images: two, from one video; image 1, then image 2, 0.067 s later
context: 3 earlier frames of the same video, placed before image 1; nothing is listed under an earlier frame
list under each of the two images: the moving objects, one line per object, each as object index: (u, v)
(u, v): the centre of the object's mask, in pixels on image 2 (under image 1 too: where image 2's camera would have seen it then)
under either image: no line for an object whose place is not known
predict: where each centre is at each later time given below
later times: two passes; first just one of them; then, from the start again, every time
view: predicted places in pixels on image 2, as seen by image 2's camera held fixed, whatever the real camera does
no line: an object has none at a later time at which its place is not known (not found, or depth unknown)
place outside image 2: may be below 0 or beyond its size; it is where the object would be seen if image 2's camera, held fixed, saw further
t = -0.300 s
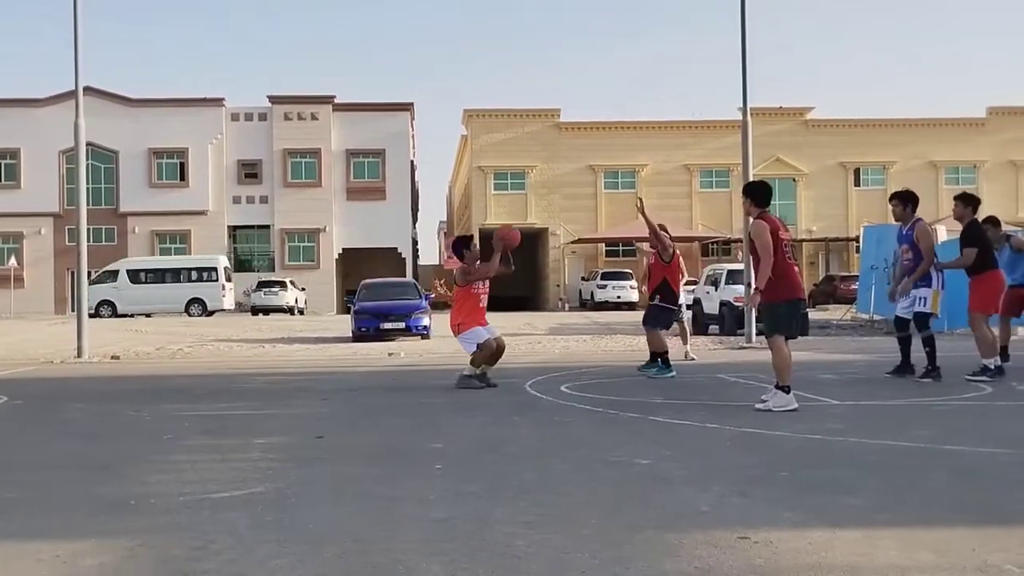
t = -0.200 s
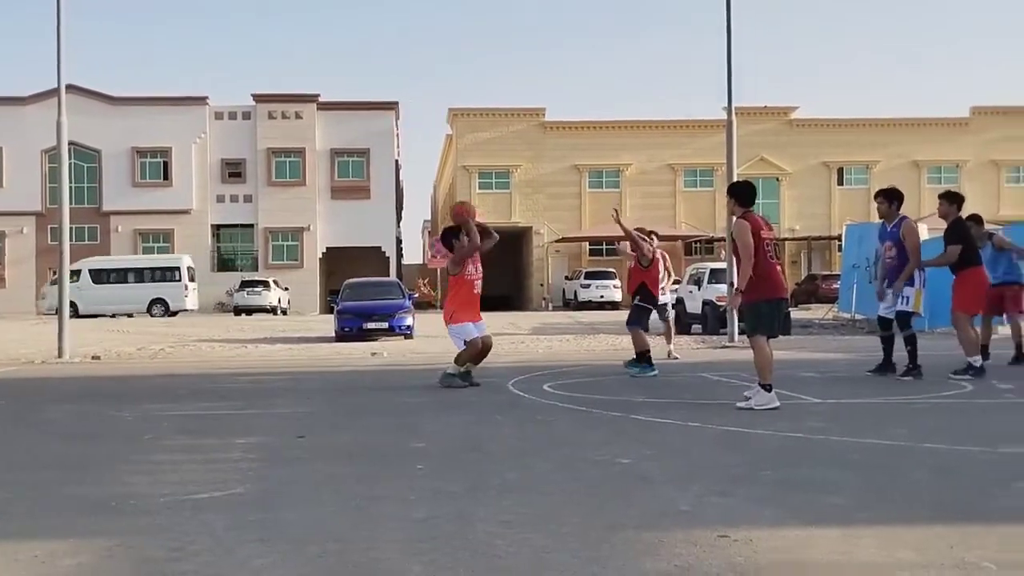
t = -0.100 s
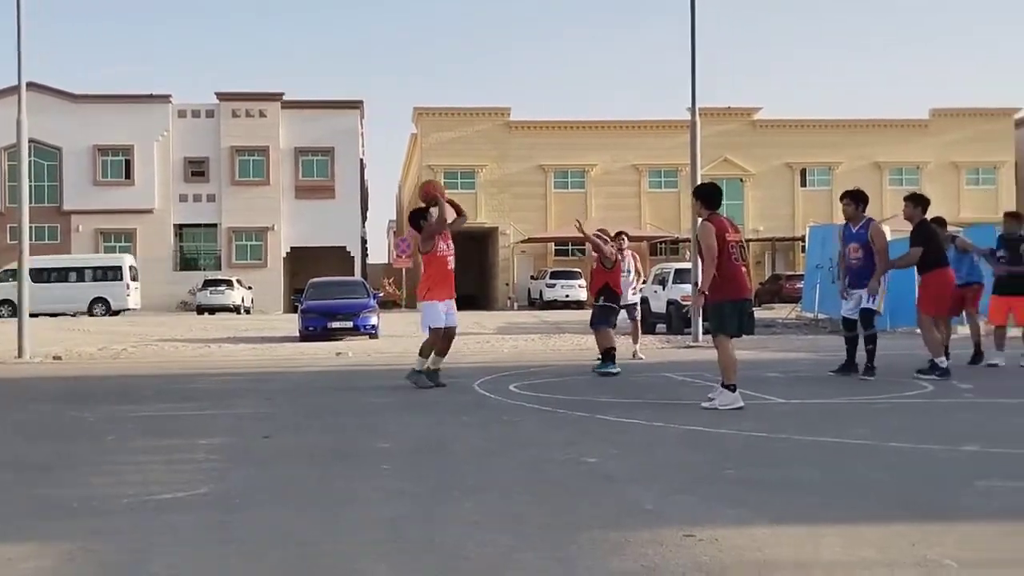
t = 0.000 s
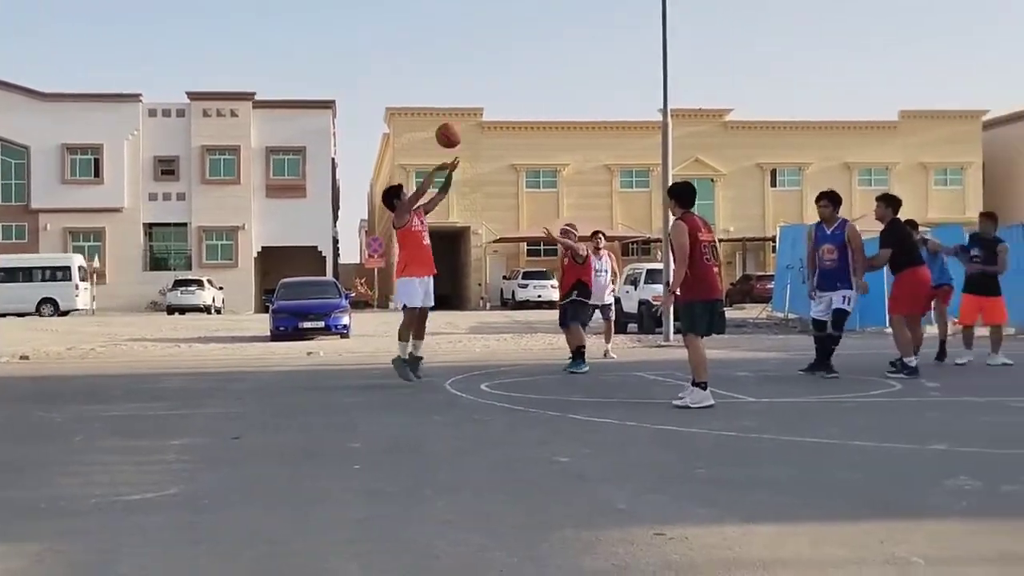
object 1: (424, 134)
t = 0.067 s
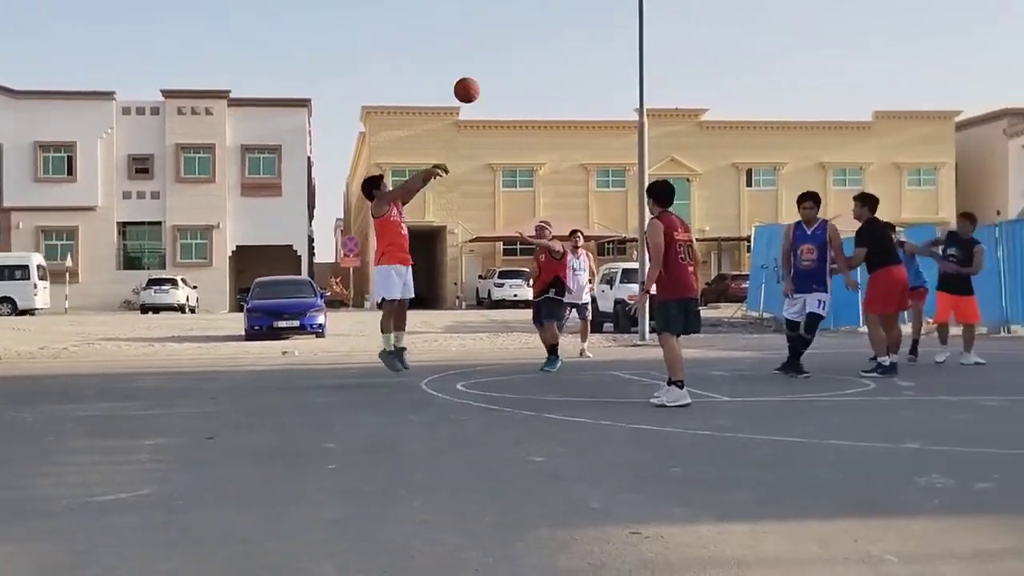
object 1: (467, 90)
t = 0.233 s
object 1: (569, 8)
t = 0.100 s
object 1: (487, 69)
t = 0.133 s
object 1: (508, 51)
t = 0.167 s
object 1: (529, 32)
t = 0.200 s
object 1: (548, 16)
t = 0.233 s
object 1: (569, 8)
